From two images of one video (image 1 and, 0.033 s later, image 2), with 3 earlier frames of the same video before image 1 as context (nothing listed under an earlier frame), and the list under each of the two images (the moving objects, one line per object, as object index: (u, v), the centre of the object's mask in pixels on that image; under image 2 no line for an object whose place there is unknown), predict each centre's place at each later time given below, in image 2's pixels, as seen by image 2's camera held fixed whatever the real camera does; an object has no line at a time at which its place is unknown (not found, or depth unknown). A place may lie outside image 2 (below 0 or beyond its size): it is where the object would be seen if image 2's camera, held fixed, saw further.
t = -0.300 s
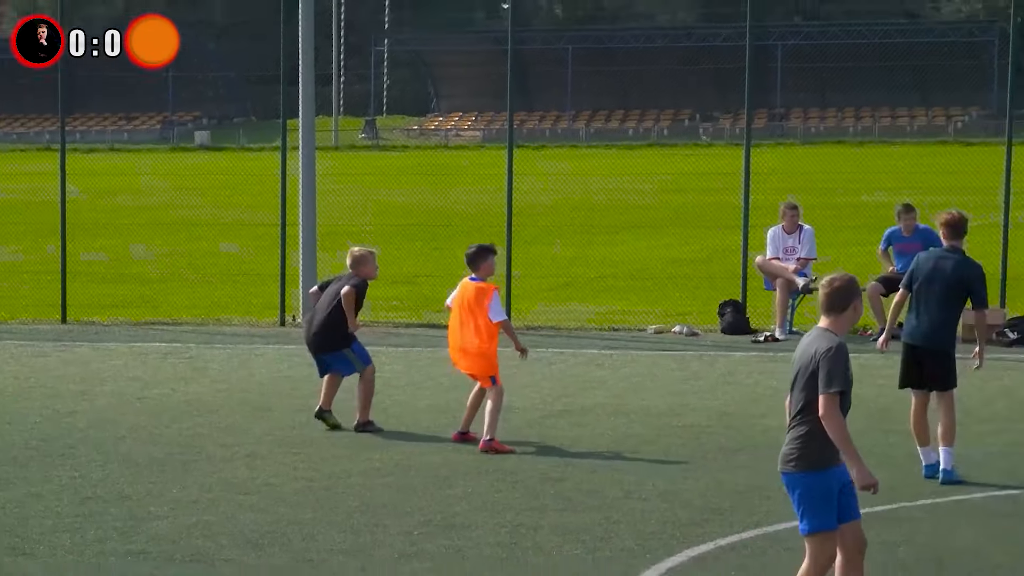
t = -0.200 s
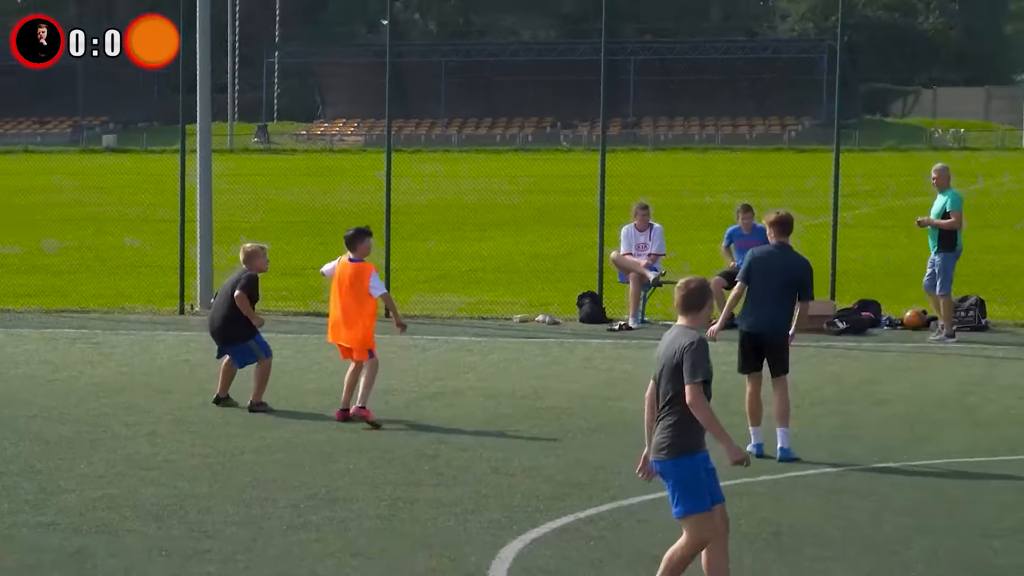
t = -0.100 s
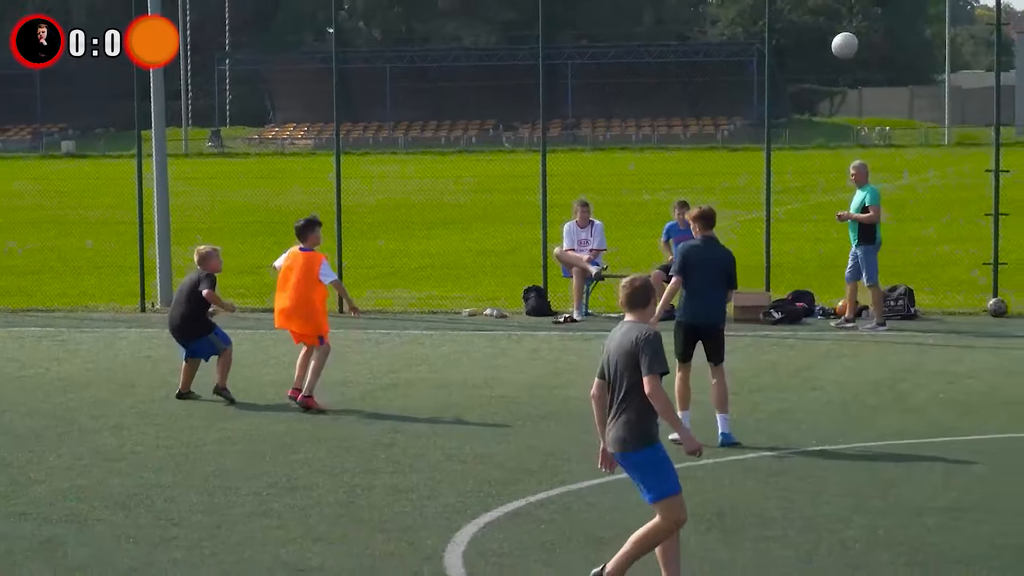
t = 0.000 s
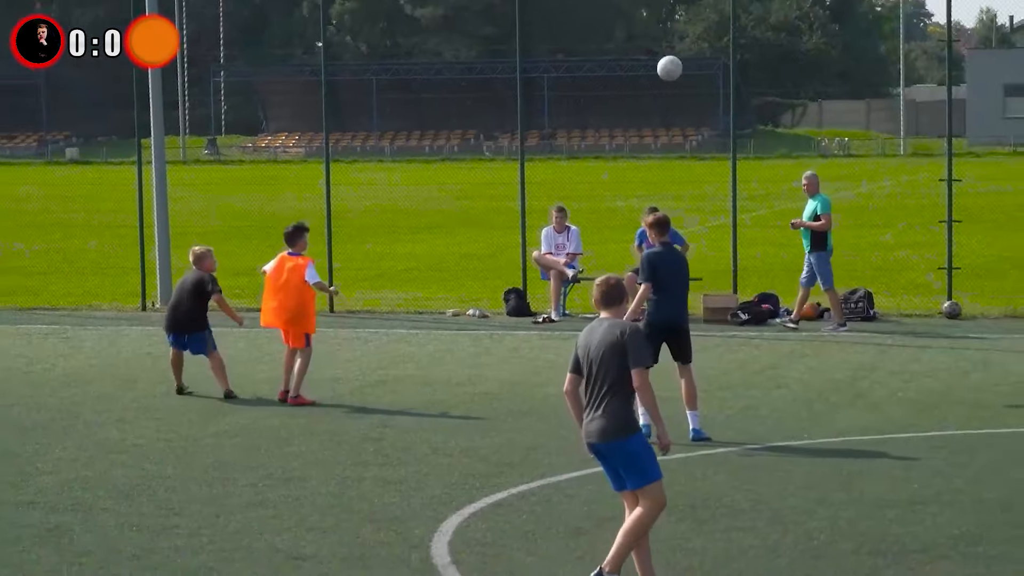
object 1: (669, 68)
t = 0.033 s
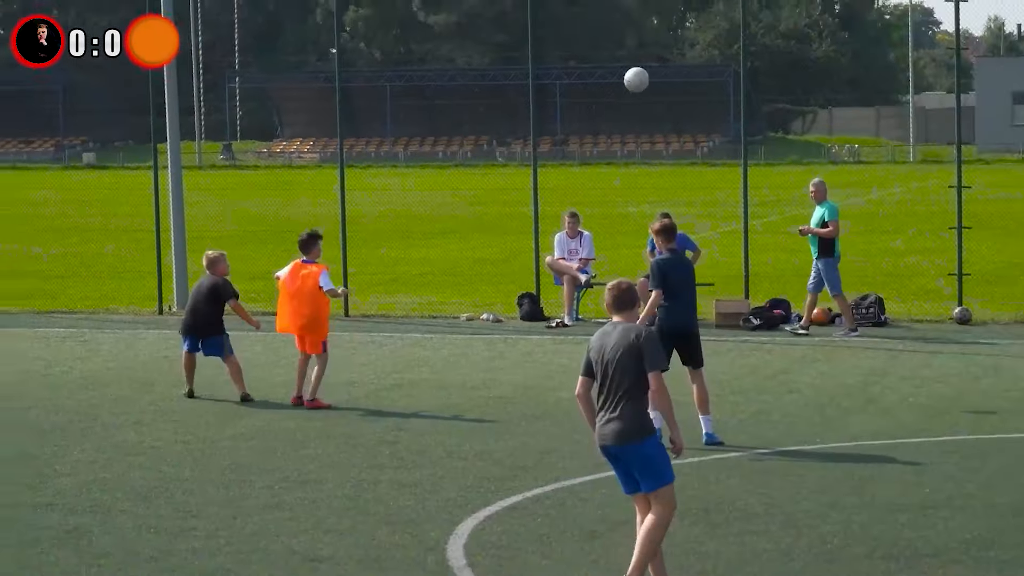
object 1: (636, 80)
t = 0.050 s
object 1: (616, 81)
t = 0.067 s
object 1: (596, 81)
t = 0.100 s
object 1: (559, 87)
